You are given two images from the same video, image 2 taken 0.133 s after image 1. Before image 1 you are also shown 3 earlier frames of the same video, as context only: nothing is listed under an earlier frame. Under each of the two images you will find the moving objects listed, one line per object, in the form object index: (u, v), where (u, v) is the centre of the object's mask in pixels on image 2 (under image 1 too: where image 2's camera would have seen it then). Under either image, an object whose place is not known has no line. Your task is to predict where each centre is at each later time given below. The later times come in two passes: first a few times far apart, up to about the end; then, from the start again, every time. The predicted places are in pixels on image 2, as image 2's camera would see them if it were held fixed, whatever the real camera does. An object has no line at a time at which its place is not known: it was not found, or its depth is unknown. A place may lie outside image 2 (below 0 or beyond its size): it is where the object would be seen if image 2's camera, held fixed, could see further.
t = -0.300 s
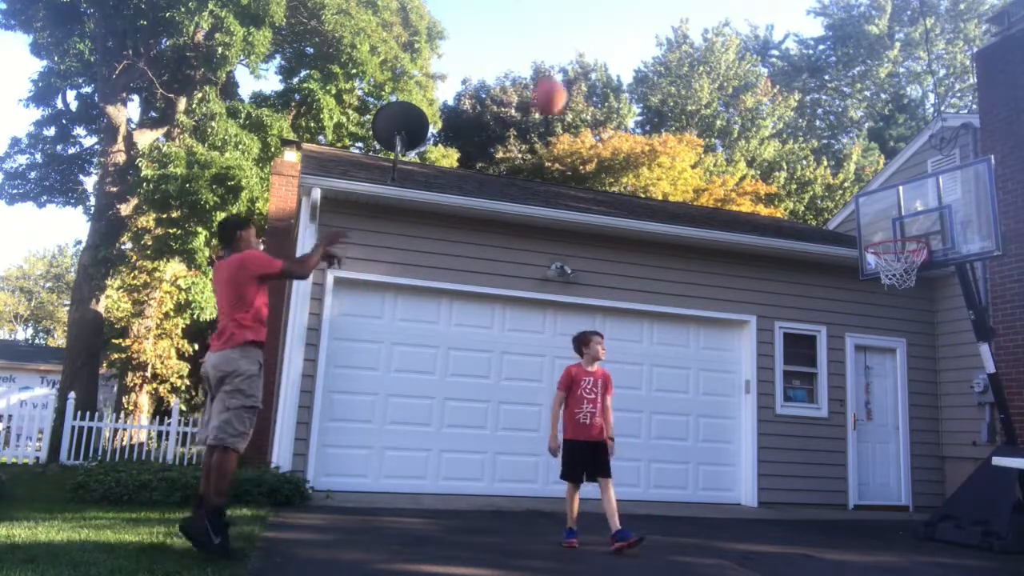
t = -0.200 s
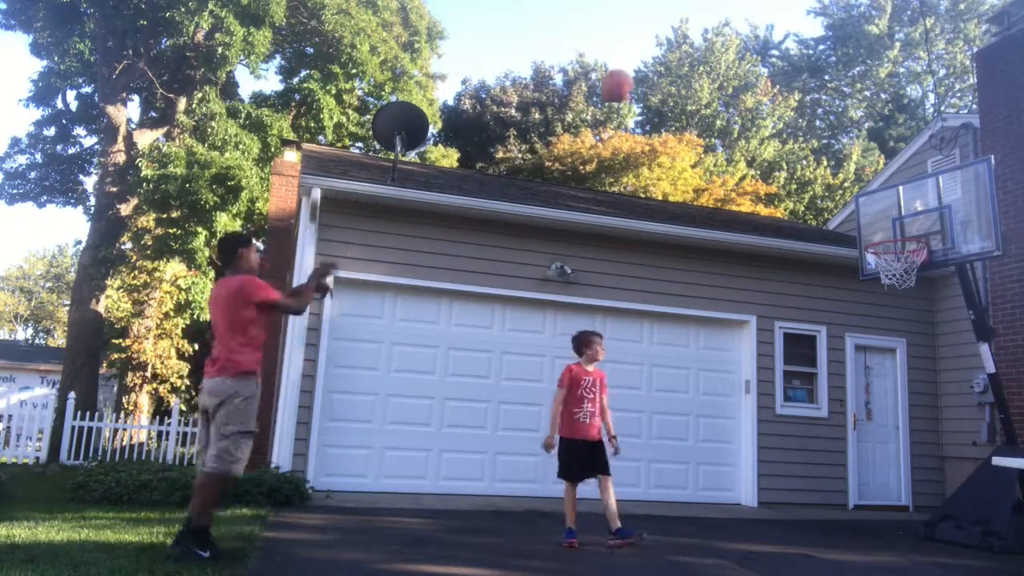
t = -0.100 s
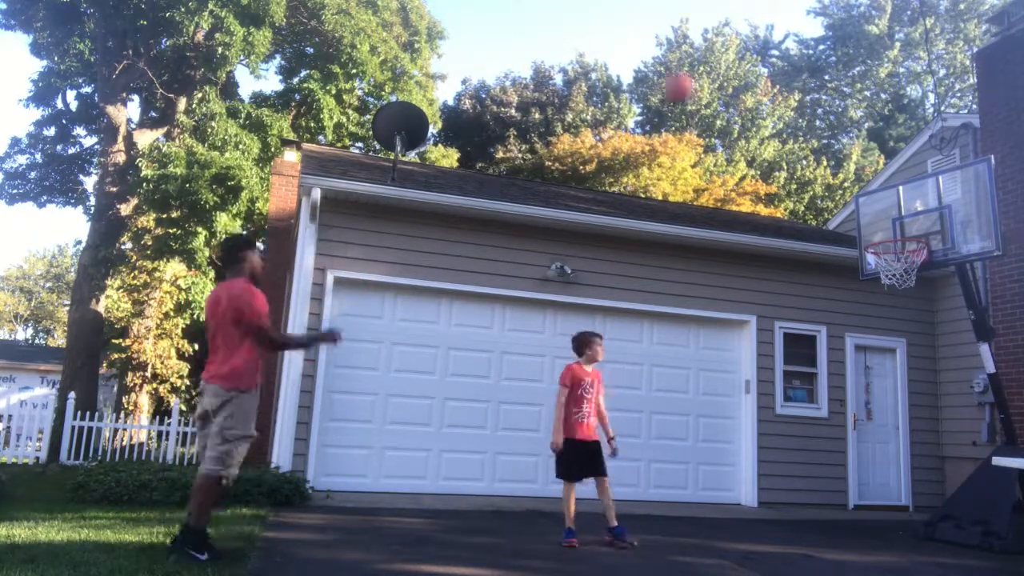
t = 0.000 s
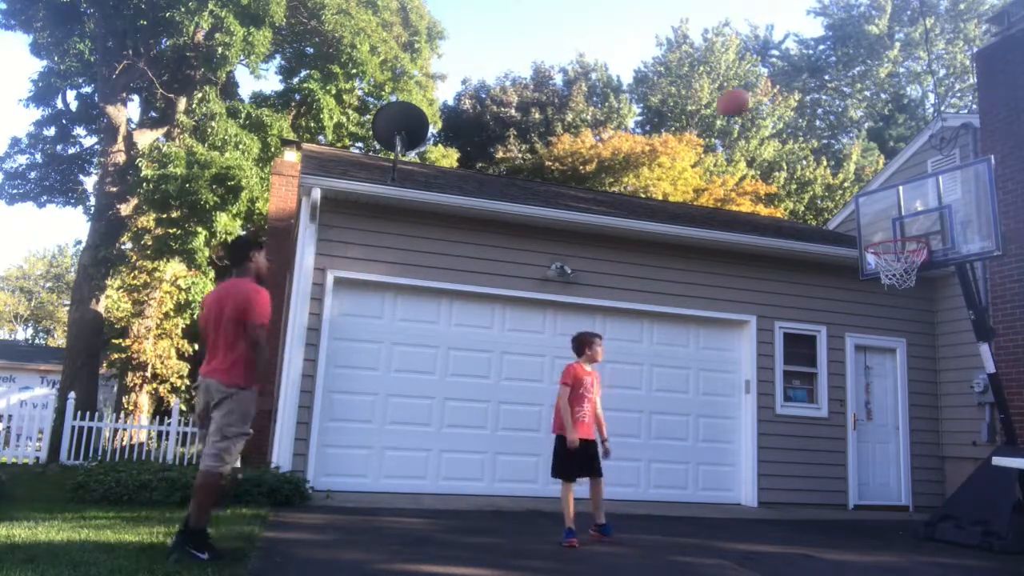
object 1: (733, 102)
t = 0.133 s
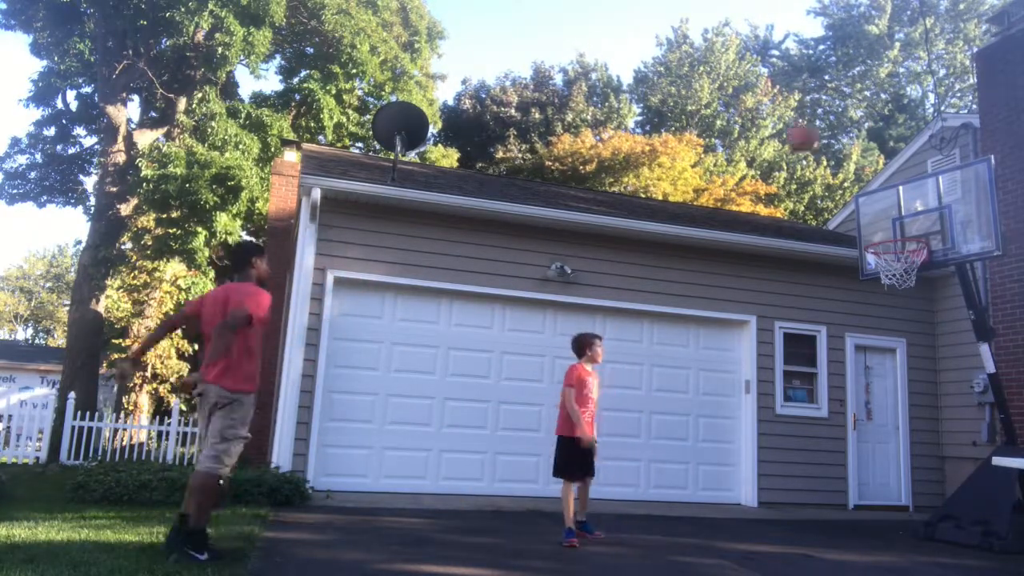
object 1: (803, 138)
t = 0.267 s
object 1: (864, 191)
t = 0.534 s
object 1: (886, 215)
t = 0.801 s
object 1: (855, 236)
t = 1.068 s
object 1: (798, 282)
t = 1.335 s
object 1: (743, 410)
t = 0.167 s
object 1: (818, 148)
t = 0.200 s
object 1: (832, 161)
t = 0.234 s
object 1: (847, 175)
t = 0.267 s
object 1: (864, 191)
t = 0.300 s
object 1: (879, 206)
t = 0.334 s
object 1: (892, 221)
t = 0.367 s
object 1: (908, 238)
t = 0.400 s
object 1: (905, 234)
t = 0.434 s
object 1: (901, 229)
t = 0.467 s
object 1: (895, 223)
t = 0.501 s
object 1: (890, 219)
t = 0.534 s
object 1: (886, 215)
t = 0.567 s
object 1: (882, 214)
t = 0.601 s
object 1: (879, 214)
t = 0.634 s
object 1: (874, 215)
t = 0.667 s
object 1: (870, 218)
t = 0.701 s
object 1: (867, 221)
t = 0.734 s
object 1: (862, 225)
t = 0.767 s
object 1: (859, 230)
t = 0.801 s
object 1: (855, 236)
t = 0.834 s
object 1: (848, 239)
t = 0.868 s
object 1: (841, 242)
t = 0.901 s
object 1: (834, 244)
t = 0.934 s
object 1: (828, 248)
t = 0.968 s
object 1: (819, 256)
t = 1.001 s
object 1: (812, 265)
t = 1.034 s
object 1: (804, 272)
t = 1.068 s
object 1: (798, 282)
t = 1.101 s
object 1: (792, 294)
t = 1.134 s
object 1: (783, 306)
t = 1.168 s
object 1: (779, 320)
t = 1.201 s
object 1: (770, 336)
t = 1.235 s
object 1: (764, 353)
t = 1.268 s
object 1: (757, 370)
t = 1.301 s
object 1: (751, 389)
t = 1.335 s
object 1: (743, 410)
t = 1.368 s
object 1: (737, 432)
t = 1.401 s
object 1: (731, 456)
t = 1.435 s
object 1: (724, 480)
